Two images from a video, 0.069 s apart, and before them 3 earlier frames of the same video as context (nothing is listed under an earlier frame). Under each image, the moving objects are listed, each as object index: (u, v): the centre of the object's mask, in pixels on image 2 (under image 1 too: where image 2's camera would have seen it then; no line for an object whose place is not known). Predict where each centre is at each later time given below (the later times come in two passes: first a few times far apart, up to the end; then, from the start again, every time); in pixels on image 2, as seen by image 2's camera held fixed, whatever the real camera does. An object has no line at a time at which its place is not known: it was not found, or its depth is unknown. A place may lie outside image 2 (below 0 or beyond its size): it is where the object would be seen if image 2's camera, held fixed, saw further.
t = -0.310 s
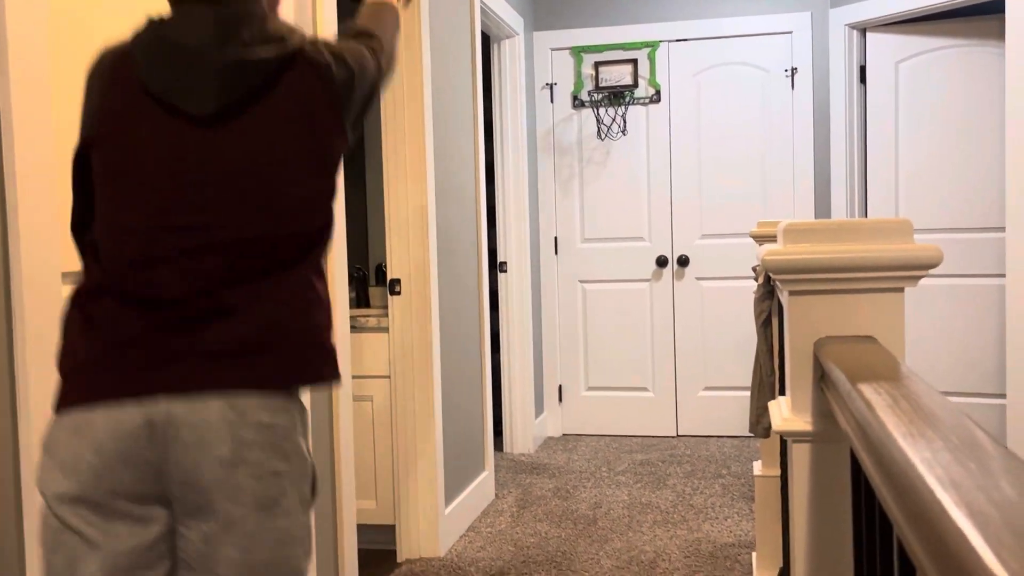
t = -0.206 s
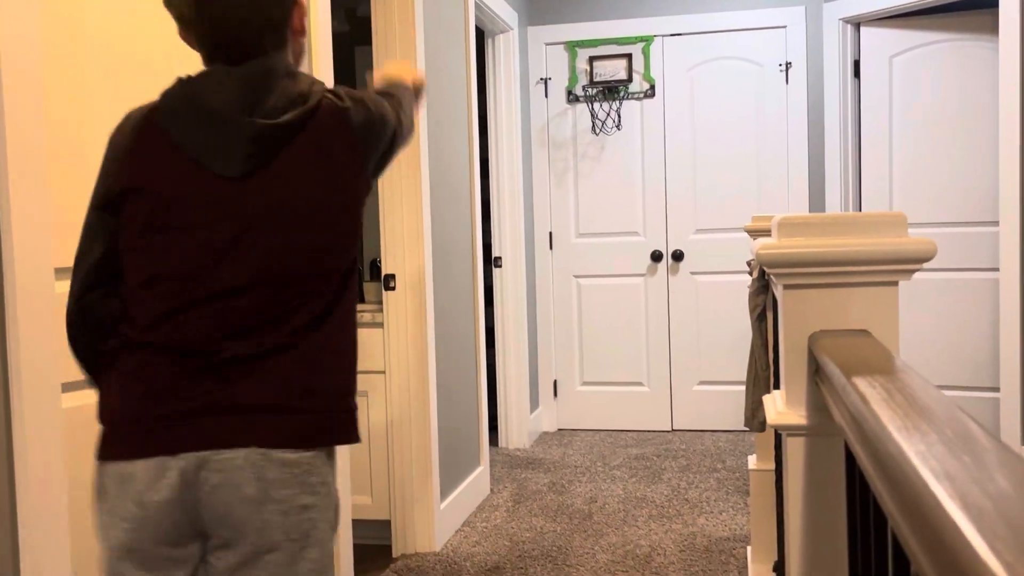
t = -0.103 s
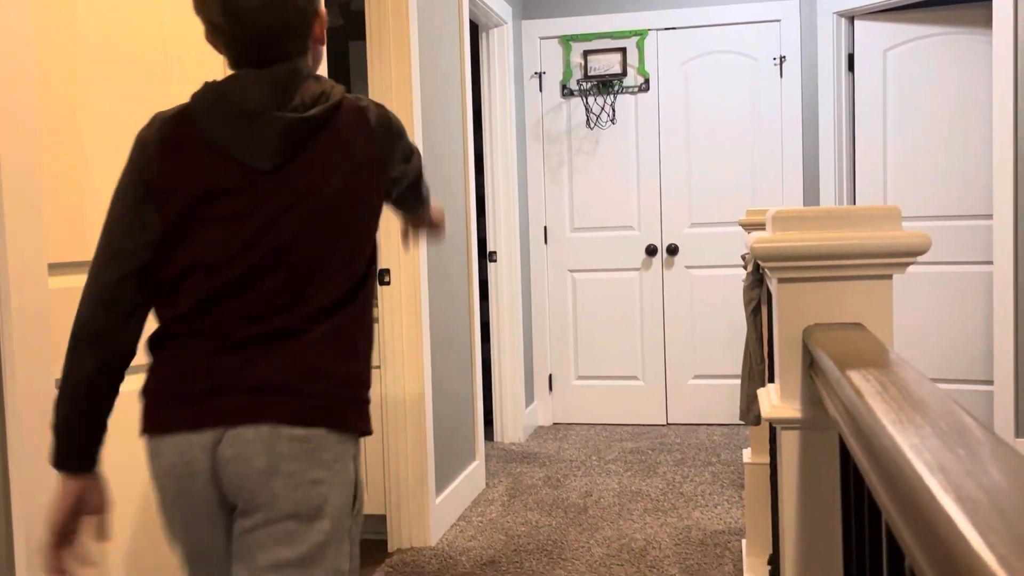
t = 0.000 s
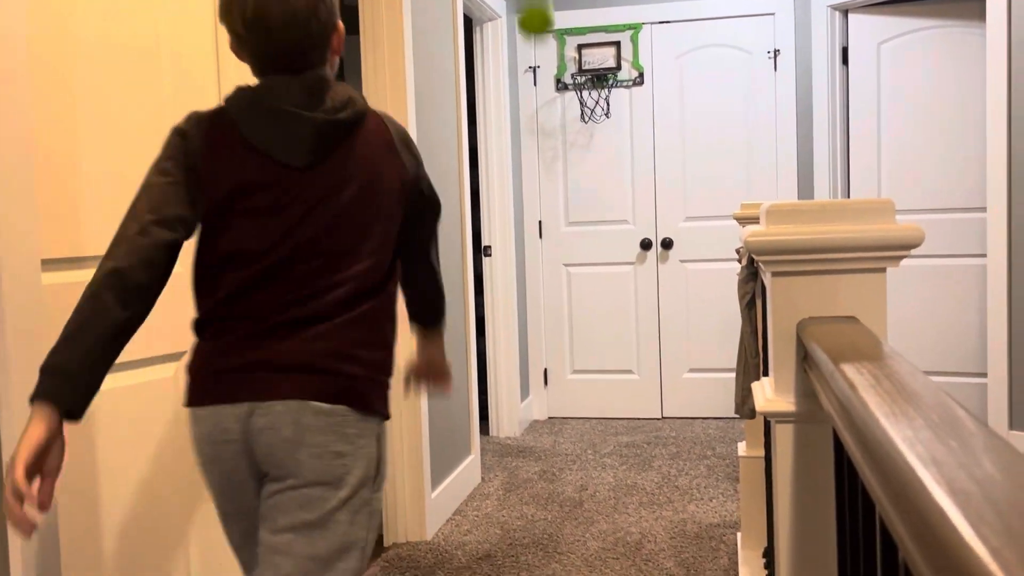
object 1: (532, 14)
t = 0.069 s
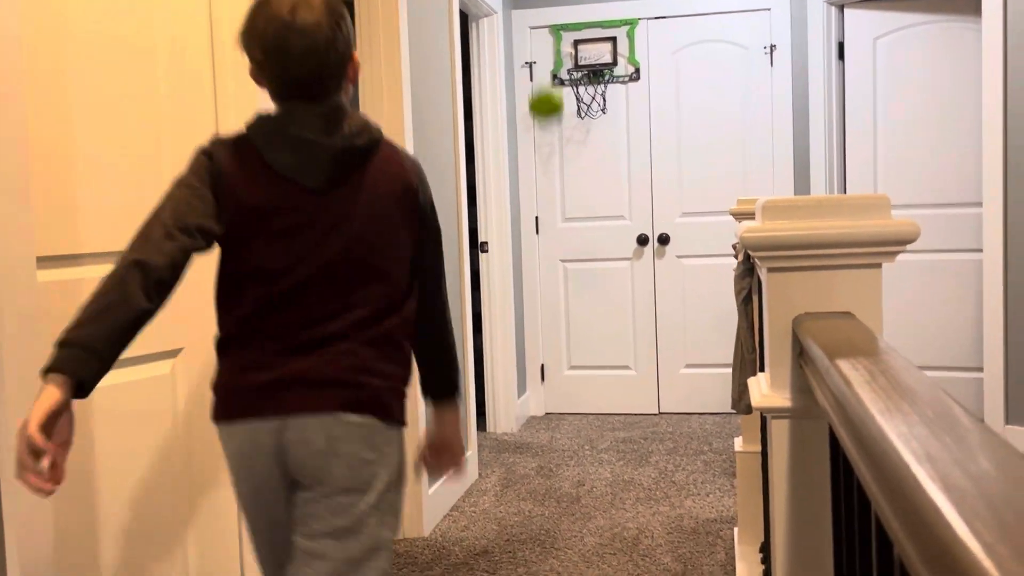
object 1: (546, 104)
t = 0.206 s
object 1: (570, 276)
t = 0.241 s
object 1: (575, 318)
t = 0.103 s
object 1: (552, 146)
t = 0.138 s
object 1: (558, 188)
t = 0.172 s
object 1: (564, 232)
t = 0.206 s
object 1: (570, 276)
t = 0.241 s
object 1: (575, 318)
